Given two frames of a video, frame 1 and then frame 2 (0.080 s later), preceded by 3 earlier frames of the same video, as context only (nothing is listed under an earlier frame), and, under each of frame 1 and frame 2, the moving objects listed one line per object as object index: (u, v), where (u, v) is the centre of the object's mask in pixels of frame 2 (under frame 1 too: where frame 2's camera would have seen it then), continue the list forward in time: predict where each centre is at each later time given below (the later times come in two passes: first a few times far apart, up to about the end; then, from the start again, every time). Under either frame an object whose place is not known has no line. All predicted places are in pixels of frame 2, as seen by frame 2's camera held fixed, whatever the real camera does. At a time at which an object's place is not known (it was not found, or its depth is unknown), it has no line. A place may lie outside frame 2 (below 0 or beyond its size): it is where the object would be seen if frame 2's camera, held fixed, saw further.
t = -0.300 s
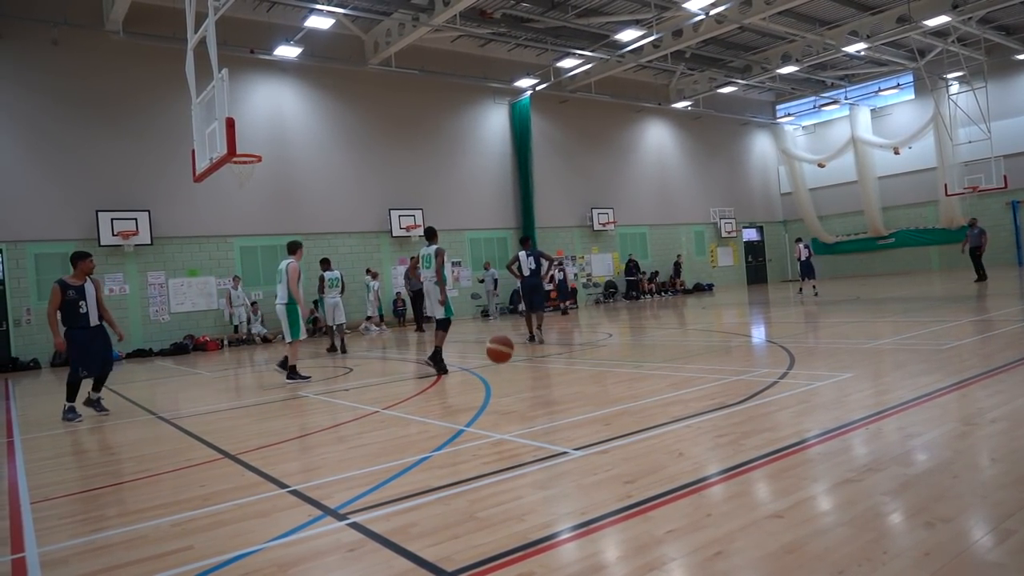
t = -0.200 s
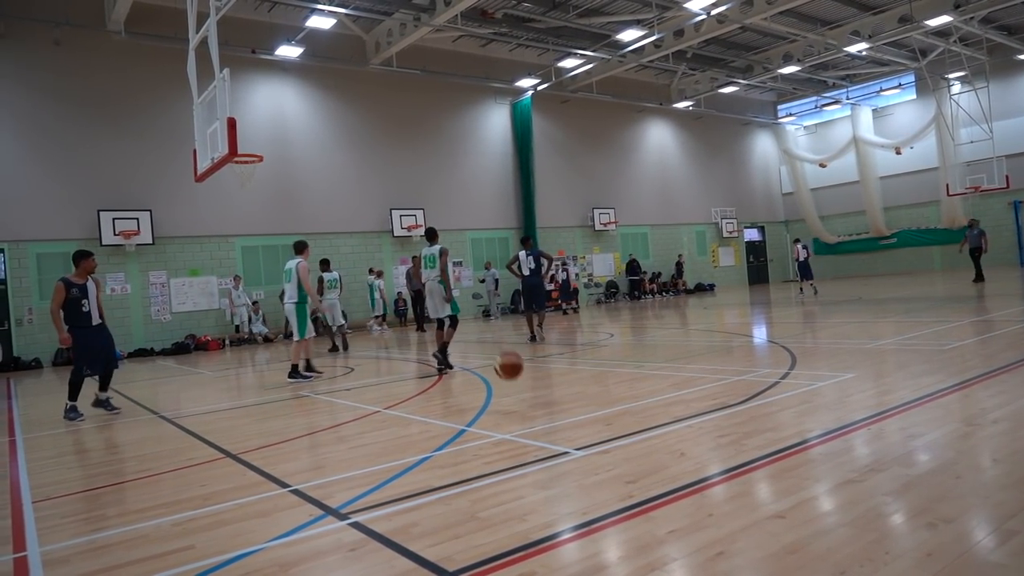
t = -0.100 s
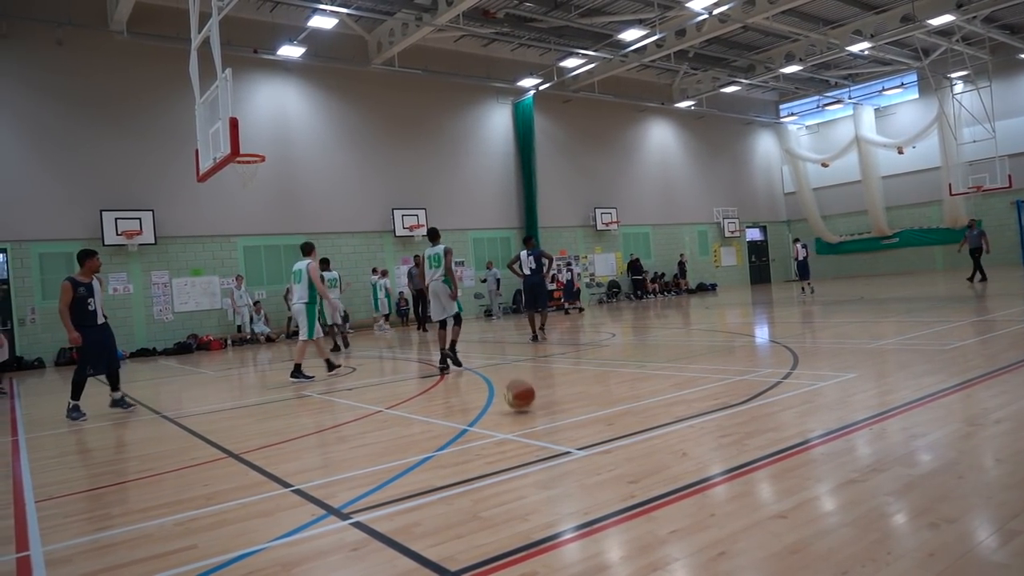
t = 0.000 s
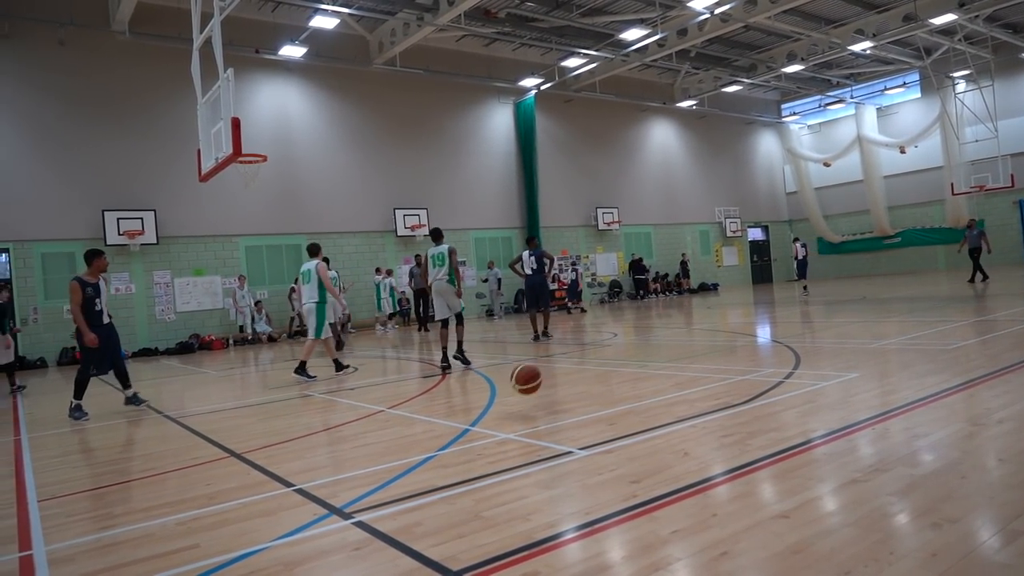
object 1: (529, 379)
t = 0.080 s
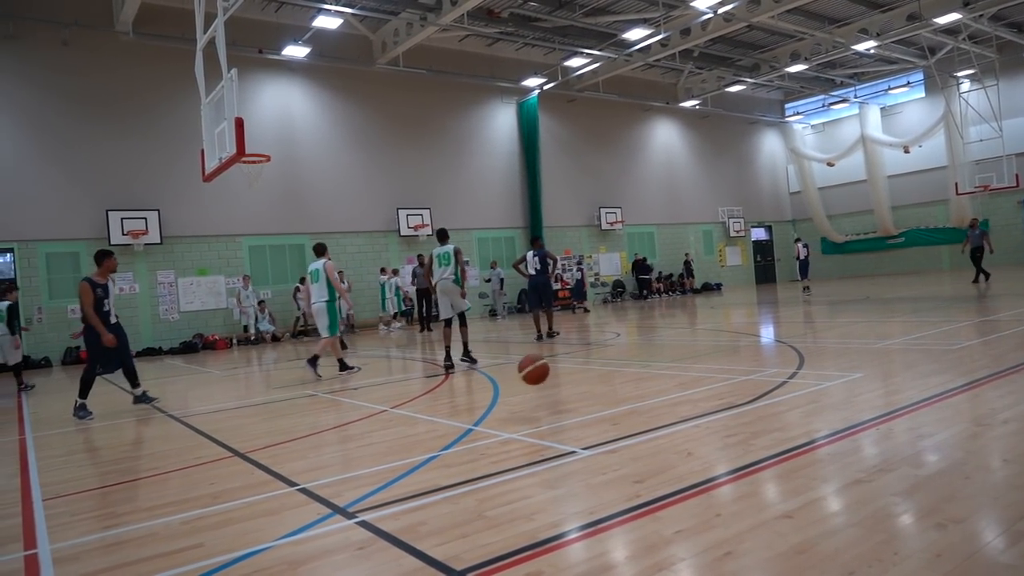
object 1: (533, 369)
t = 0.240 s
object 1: (545, 375)
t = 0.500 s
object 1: (565, 391)
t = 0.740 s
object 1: (585, 418)
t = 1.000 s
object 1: (608, 418)
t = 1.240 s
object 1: (633, 428)
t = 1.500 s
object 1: (663, 448)
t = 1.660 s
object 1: (684, 458)
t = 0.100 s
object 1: (535, 368)
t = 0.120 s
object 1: (536, 368)
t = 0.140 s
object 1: (537, 368)
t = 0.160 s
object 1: (538, 369)
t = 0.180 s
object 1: (540, 370)
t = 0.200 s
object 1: (541, 371)
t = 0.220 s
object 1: (543, 373)
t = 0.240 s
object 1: (545, 375)
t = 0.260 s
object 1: (546, 379)
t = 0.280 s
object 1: (548, 383)
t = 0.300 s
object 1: (550, 388)
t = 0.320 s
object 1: (552, 393)
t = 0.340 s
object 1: (554, 397)
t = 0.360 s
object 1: (556, 403)
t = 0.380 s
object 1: (558, 409)
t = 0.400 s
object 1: (559, 405)
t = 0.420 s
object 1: (560, 401)
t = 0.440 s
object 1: (561, 398)
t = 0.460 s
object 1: (562, 395)
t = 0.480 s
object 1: (563, 393)
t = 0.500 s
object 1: (565, 391)
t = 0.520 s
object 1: (567, 390)
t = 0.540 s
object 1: (568, 390)
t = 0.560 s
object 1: (570, 390)
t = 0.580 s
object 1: (572, 391)
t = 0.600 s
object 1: (572, 392)
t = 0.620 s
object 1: (574, 393)
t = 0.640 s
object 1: (575, 395)
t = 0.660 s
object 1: (577, 398)
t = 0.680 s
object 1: (579, 402)
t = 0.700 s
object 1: (581, 407)
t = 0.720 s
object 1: (583, 412)
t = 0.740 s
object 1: (585, 418)
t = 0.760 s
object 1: (587, 422)
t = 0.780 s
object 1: (588, 418)
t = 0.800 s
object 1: (590, 415)
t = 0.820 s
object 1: (591, 412)
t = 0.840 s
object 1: (593, 410)
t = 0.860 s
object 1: (594, 409)
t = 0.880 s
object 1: (596, 408)
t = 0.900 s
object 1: (598, 408)
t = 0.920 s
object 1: (600, 409)
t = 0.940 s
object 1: (602, 410)
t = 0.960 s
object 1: (604, 412)
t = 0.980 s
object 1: (606, 415)
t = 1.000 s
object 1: (608, 418)
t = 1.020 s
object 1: (610, 422)
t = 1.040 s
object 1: (613, 426)
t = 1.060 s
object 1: (616, 433)
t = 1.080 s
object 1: (618, 432)
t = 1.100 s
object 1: (619, 429)
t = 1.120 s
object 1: (621, 427)
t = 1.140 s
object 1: (622, 425)
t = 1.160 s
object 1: (624, 424)
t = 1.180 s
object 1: (626, 424)
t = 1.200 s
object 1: (628, 424)
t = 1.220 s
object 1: (630, 426)
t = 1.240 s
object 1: (633, 428)
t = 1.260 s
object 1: (635, 430)
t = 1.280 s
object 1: (637, 434)
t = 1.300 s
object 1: (639, 438)
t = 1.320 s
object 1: (641, 443)
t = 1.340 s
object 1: (644, 446)
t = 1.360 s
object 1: (646, 443)
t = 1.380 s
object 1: (648, 441)
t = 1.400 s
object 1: (650, 441)
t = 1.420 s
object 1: (653, 440)
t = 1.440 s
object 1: (655, 441)
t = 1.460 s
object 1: (657, 442)
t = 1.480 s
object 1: (660, 445)
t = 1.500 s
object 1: (663, 448)
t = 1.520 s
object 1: (665, 452)
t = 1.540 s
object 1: (668, 458)
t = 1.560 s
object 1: (671, 457)
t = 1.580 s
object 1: (674, 456)
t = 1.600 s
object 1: (676, 455)
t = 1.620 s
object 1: (679, 455)
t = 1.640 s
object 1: (681, 456)
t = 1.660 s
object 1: (684, 458)
